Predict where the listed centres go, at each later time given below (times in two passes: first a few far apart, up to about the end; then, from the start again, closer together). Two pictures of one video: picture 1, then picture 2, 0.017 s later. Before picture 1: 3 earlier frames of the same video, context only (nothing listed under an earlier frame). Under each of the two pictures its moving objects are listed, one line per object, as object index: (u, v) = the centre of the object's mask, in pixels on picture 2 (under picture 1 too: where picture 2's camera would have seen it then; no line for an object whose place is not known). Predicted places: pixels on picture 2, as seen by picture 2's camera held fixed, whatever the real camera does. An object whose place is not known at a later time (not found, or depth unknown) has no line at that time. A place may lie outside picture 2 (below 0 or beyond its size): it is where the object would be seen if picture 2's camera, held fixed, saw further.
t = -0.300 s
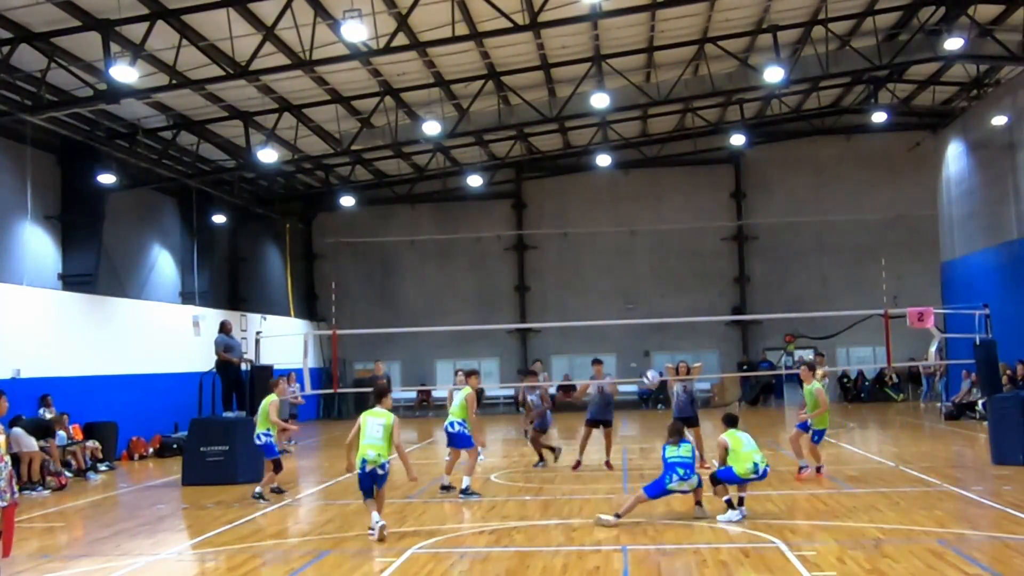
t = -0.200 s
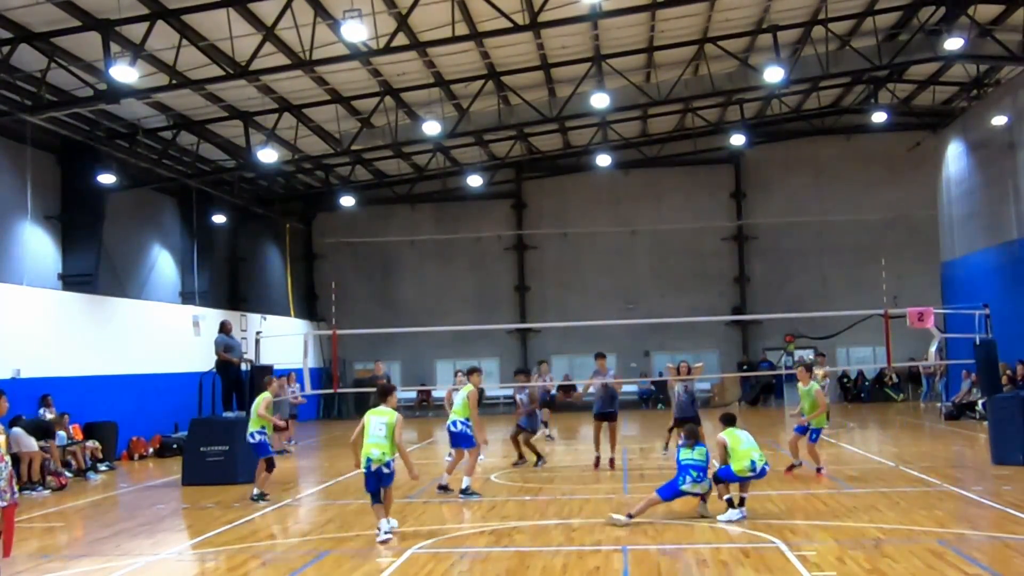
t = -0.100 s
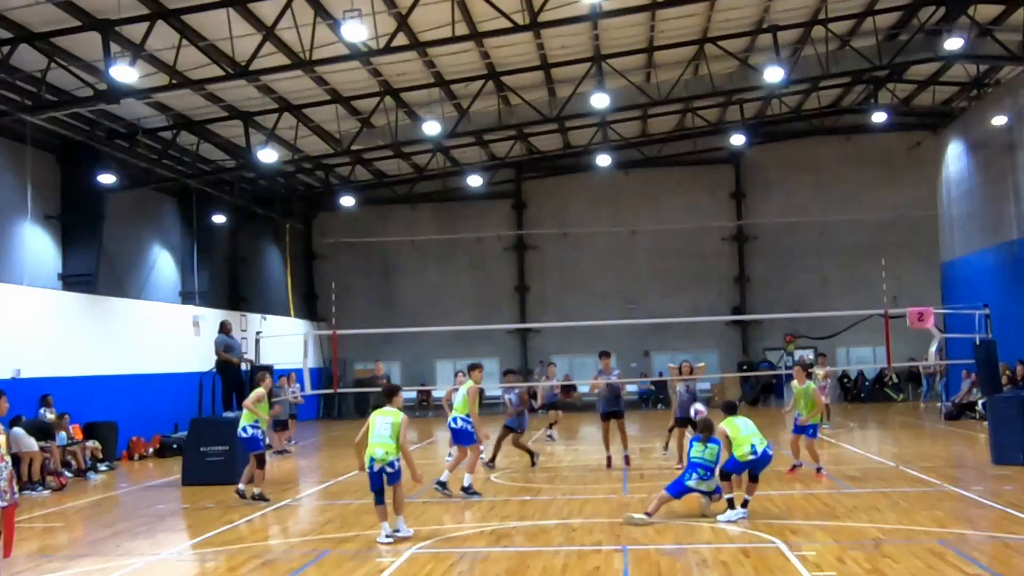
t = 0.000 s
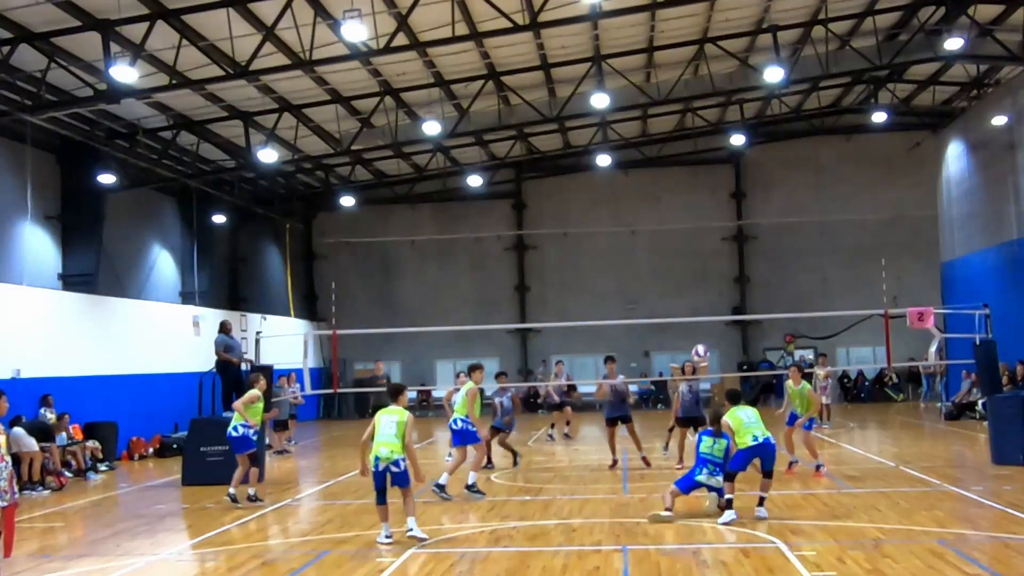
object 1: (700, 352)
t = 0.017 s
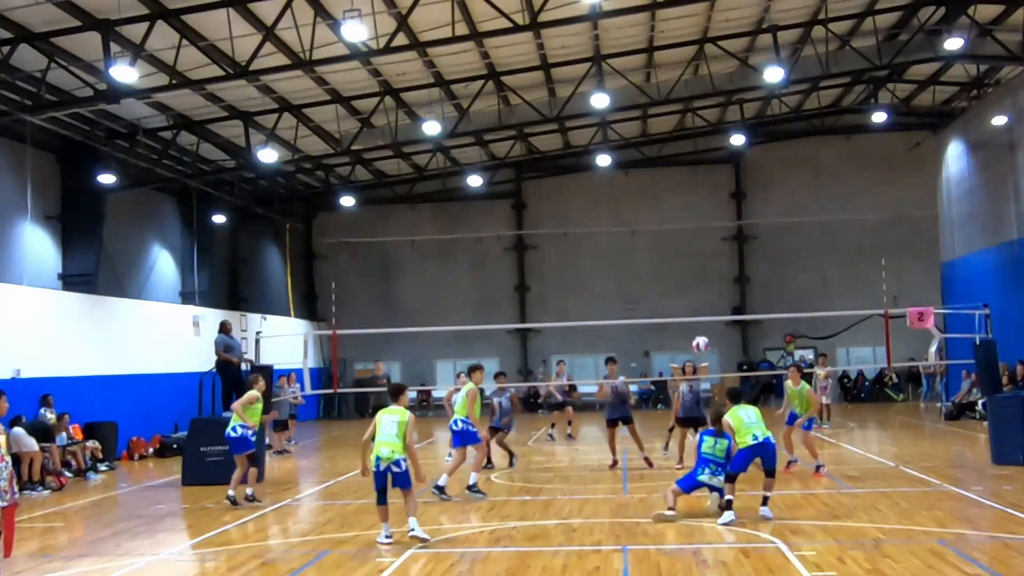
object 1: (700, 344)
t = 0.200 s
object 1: (705, 268)
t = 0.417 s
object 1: (710, 215)
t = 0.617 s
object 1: (716, 197)
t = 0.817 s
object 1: (722, 206)
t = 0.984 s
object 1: (728, 234)
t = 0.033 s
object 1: (701, 336)
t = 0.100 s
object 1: (702, 306)
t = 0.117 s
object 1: (703, 298)
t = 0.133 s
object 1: (703, 292)
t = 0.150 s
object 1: (704, 286)
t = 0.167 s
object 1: (704, 280)
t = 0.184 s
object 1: (704, 274)
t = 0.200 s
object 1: (705, 268)
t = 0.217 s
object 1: (704, 262)
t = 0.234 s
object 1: (706, 257)
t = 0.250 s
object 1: (706, 252)
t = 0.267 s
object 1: (706, 247)
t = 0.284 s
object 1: (706, 243)
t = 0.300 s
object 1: (707, 239)
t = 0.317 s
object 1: (707, 234)
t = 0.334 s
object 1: (708, 230)
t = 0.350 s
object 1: (708, 227)
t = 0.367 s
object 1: (708, 224)
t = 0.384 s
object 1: (709, 220)
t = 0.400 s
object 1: (709, 217)
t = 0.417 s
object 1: (710, 215)
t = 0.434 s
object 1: (710, 212)
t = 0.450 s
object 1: (710, 210)
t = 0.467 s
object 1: (711, 208)
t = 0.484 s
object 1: (711, 206)
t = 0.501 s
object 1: (712, 203)
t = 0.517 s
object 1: (713, 202)
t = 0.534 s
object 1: (713, 201)
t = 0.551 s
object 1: (714, 200)
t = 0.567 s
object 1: (714, 199)
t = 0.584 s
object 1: (714, 198)
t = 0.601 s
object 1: (715, 197)
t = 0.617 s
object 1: (716, 197)
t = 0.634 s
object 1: (716, 197)
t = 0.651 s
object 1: (716, 197)
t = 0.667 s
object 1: (717, 197)
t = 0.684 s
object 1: (717, 197)
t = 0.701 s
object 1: (718, 198)
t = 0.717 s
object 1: (718, 198)
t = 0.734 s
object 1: (719, 200)
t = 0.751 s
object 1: (720, 201)
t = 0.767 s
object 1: (720, 202)
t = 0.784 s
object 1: (721, 203)
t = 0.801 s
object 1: (722, 205)
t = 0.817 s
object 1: (722, 206)
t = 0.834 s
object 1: (722, 208)
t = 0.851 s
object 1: (723, 211)
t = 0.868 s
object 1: (723, 212)
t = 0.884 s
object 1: (724, 215)
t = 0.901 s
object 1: (725, 218)
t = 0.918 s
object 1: (726, 221)
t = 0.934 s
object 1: (726, 224)
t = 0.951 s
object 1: (727, 228)
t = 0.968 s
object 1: (727, 230)
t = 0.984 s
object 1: (728, 234)
